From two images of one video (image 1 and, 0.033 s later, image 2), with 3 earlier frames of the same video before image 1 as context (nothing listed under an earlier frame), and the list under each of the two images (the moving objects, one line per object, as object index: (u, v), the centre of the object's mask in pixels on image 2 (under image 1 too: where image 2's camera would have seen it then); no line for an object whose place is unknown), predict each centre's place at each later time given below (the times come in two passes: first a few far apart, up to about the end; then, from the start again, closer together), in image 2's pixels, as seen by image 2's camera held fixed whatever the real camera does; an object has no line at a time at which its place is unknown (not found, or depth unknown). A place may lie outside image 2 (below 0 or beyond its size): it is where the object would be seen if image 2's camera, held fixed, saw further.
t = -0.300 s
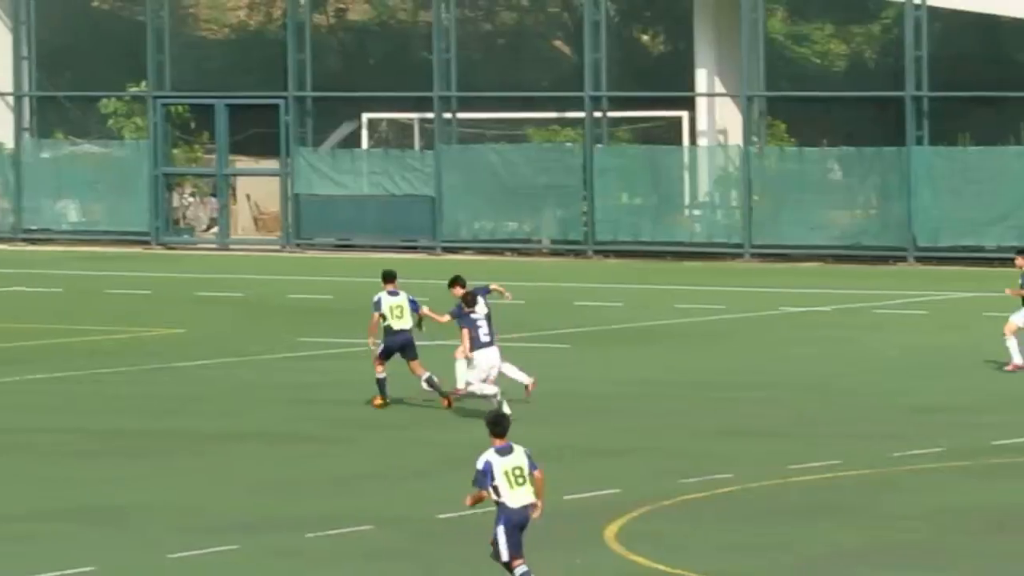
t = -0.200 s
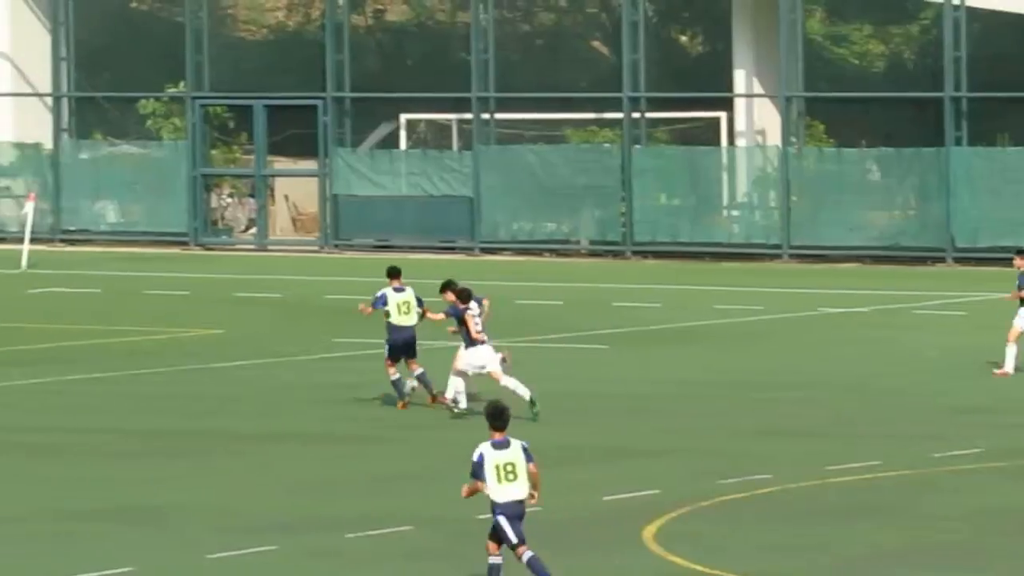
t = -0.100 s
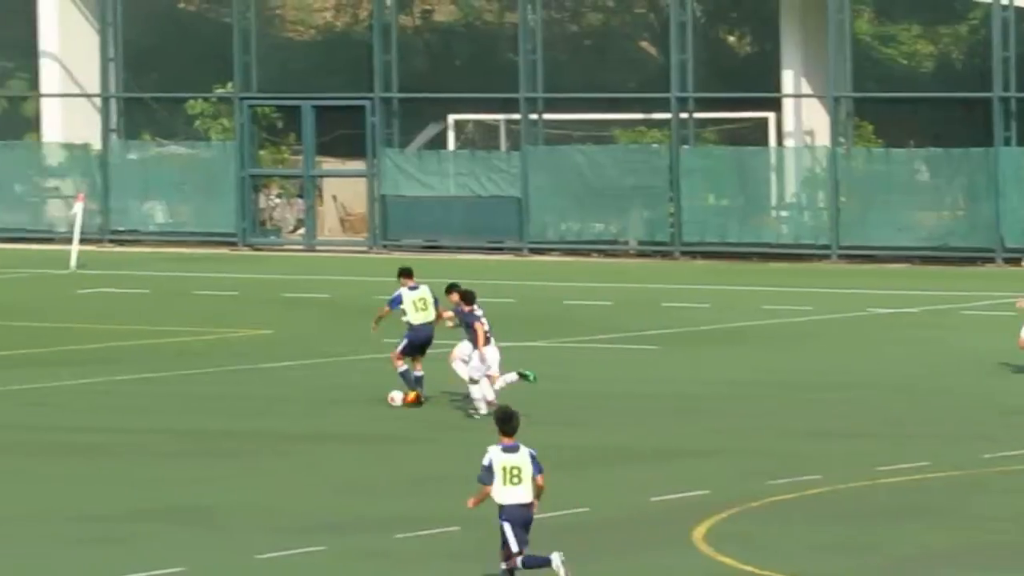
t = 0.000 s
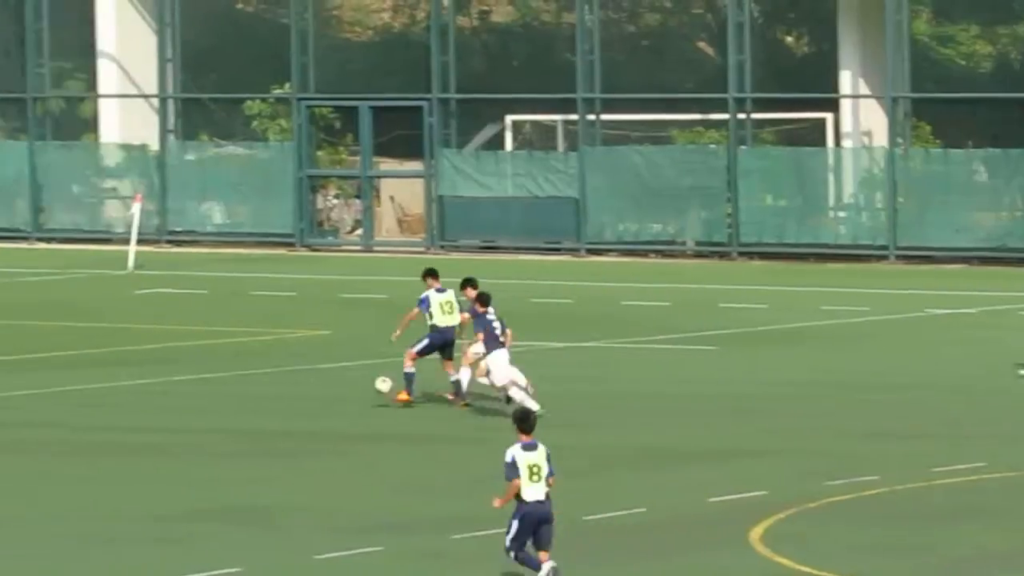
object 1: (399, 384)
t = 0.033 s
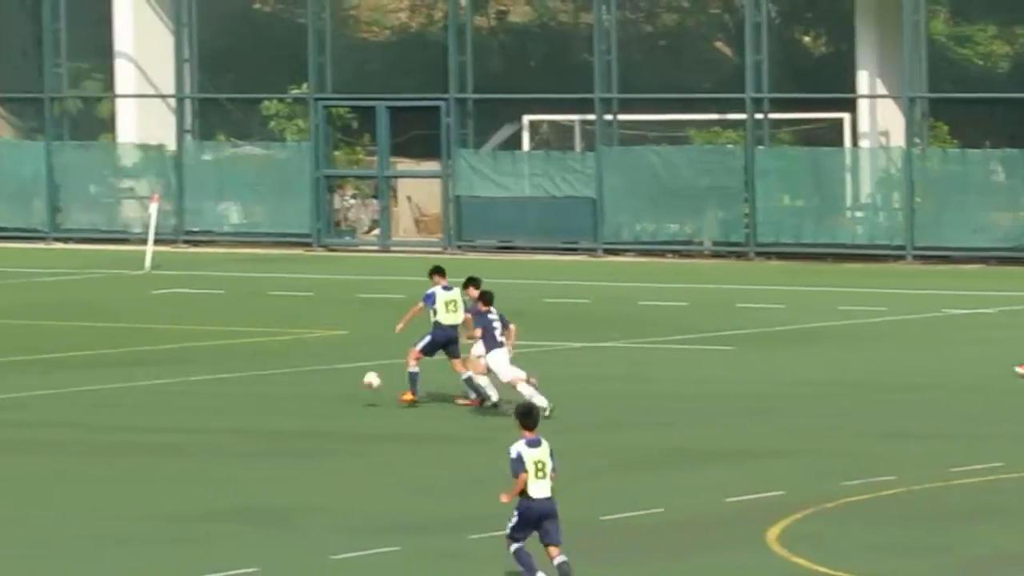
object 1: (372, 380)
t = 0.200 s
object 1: (234, 369)
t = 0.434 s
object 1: (44, 397)
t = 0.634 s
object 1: (-90, 383)
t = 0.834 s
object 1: (-209, 390)
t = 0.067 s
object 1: (343, 376)
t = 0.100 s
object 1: (316, 373)
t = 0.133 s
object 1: (289, 371)
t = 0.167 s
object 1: (261, 370)
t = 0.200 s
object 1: (234, 369)
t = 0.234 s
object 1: (207, 371)
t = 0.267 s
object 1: (180, 372)
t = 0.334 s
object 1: (125, 379)
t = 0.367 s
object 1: (98, 384)
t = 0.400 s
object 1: (71, 390)
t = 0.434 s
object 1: (44, 397)
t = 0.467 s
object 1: (17, 403)
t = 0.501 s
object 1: (-3, 397)
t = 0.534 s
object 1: (-25, 392)
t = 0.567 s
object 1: (-47, 388)
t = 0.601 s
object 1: (-68, 385)
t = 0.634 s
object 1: (-90, 383)
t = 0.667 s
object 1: (-111, 383)
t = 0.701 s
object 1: (-132, 382)
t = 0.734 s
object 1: (-152, 383)
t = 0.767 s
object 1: (-171, 384)
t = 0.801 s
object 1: (-190, 386)
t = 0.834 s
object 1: (-209, 390)
